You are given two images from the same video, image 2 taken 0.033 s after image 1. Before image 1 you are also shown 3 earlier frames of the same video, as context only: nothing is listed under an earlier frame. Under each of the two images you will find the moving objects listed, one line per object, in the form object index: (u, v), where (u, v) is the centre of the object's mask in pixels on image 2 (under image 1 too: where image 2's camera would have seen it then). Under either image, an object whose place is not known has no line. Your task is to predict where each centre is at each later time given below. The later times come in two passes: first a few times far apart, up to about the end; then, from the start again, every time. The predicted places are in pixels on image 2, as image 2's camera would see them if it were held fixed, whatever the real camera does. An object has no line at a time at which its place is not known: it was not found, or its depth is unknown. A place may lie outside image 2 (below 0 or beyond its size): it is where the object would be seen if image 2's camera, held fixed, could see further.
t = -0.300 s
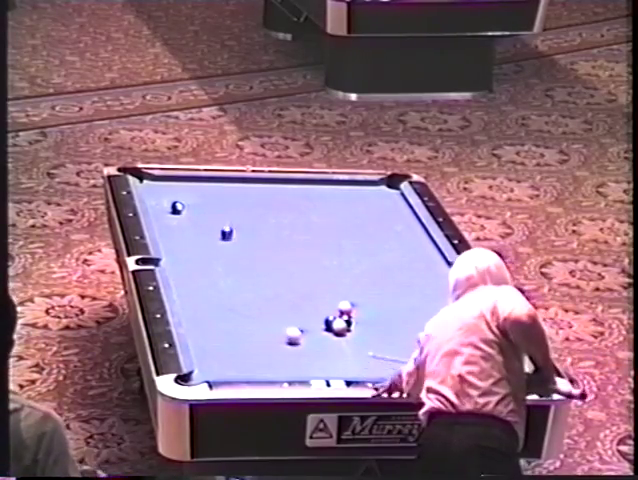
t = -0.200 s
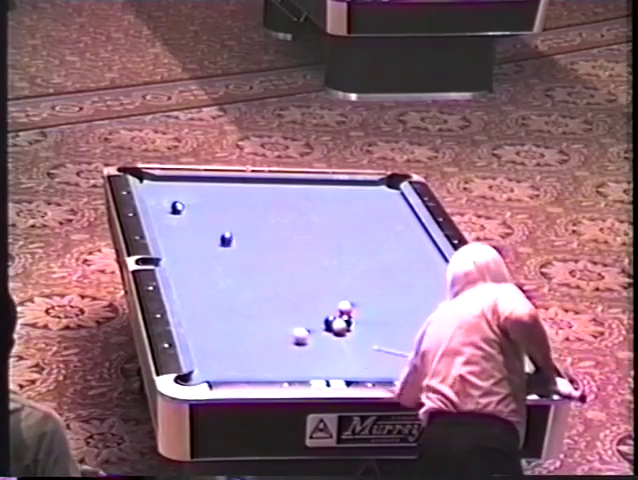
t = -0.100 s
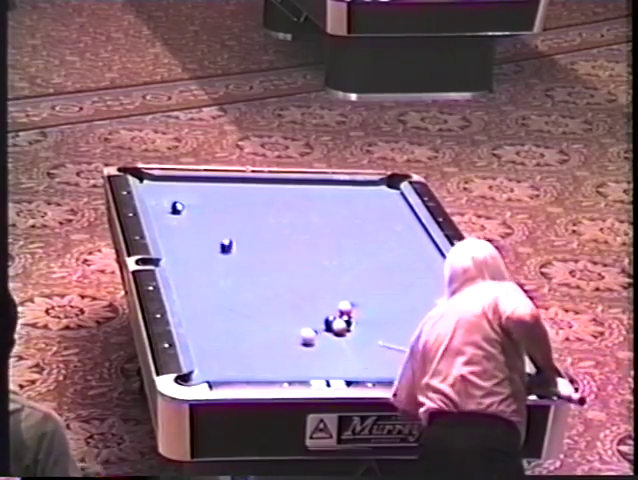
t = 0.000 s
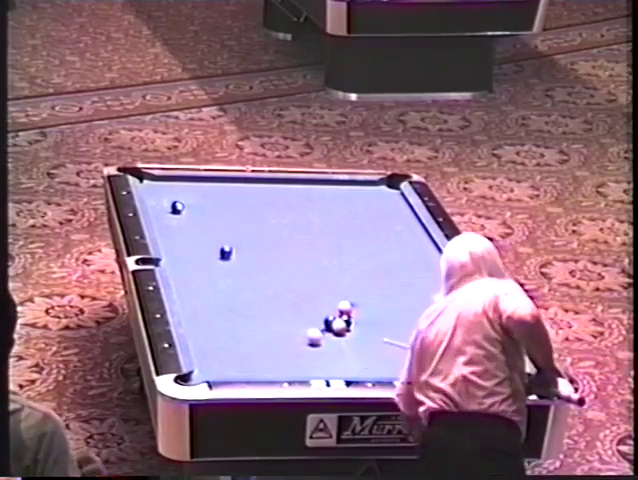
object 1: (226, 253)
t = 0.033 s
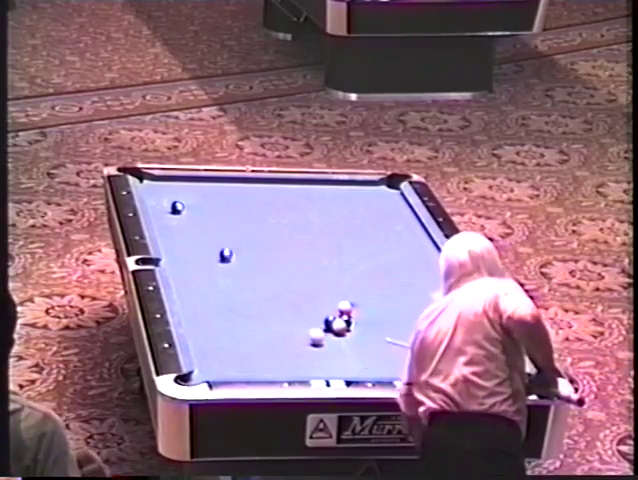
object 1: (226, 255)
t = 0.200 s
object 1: (225, 267)
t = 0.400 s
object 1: (224, 280)
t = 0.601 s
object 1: (223, 294)
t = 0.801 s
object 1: (223, 308)
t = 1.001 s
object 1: (222, 322)
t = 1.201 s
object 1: (221, 336)
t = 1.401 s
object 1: (221, 350)
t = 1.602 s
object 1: (220, 364)
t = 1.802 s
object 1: (218, 374)
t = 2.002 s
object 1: (202, 373)
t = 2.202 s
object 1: (212, 373)
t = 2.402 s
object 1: (223, 372)
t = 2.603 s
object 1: (233, 372)
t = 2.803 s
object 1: (242, 372)
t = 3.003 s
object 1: (250, 372)
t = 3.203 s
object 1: (258, 372)
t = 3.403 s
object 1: (264, 372)
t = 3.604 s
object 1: (270, 372)
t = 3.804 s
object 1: (274, 372)
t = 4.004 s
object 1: (278, 372)
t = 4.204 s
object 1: (281, 372)
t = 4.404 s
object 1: (283, 372)
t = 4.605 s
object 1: (284, 372)
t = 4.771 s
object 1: (284, 372)
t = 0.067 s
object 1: (226, 258)
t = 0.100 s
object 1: (225, 259)
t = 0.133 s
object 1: (225, 262)
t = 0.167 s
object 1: (225, 264)
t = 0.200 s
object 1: (225, 267)
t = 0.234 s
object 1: (225, 269)
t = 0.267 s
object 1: (225, 271)
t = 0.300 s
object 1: (224, 273)
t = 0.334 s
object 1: (224, 276)
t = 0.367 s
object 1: (224, 278)
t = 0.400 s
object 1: (224, 280)
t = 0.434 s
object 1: (224, 282)
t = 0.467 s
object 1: (224, 285)
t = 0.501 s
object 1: (224, 287)
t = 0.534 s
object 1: (223, 289)
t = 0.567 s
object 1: (224, 291)
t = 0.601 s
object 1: (223, 294)
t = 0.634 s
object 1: (223, 296)
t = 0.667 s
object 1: (223, 299)
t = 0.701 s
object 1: (223, 301)
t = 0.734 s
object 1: (223, 303)
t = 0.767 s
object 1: (223, 305)
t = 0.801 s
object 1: (223, 308)
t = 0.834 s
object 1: (222, 310)
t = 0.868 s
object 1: (223, 312)
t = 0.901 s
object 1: (223, 315)
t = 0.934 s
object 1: (222, 317)
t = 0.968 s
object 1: (222, 319)
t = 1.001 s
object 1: (222, 322)
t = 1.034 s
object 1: (222, 324)
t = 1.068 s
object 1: (222, 326)
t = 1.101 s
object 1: (221, 329)
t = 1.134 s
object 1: (222, 331)
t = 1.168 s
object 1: (221, 333)
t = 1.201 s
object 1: (221, 336)
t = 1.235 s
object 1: (221, 338)
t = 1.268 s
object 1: (221, 340)
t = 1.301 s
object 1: (221, 343)
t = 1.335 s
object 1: (221, 345)
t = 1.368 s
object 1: (221, 347)
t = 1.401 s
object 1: (221, 350)
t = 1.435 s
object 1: (220, 353)
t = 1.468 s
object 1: (220, 355)
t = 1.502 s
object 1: (220, 357)
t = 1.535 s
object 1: (220, 360)
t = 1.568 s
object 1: (220, 362)
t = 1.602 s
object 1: (220, 364)
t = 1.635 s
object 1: (220, 367)
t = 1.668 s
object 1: (219, 369)
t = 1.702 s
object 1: (219, 370)
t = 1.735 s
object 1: (219, 372)
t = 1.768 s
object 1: (219, 374)
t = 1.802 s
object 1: (218, 374)
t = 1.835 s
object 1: (215, 374)
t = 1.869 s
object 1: (212, 374)
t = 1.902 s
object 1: (209, 374)
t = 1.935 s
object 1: (206, 374)
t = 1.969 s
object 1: (203, 374)
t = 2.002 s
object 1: (202, 373)
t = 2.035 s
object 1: (203, 374)
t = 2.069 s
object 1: (205, 374)
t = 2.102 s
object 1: (206, 373)
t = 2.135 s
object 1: (208, 373)
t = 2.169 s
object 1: (210, 373)
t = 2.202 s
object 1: (212, 373)
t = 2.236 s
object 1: (214, 373)
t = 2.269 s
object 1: (216, 373)
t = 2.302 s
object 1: (217, 373)
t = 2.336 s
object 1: (219, 373)
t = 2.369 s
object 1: (221, 372)
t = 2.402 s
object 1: (223, 372)
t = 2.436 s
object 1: (224, 372)
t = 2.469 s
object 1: (226, 372)
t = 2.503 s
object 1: (228, 372)
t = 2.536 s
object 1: (230, 372)
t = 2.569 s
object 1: (231, 372)
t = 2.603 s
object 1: (233, 372)
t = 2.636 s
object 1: (234, 372)
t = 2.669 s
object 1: (236, 372)
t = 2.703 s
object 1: (237, 372)
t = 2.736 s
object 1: (239, 372)
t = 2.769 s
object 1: (240, 372)
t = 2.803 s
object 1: (242, 372)
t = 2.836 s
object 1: (243, 372)
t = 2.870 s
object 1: (244, 372)
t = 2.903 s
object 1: (246, 372)
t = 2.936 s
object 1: (247, 372)
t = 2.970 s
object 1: (249, 372)
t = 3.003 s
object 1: (250, 372)
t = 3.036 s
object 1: (251, 372)
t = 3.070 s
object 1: (252, 372)
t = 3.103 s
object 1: (254, 372)
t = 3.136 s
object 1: (255, 372)
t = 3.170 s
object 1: (257, 372)
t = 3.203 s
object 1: (258, 372)
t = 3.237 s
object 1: (258, 372)
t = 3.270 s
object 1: (260, 372)
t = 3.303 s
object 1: (261, 372)
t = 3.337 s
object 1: (262, 372)
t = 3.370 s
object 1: (263, 372)
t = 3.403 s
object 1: (264, 372)
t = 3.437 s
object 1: (265, 372)
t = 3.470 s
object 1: (266, 372)
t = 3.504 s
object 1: (267, 372)
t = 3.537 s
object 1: (268, 372)
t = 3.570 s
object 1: (269, 372)
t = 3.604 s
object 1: (270, 372)
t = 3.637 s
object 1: (271, 372)
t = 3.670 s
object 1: (271, 371)
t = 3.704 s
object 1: (272, 372)
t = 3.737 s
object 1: (273, 372)
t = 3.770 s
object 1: (273, 372)
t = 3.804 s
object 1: (274, 372)
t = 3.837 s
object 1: (275, 372)
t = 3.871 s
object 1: (276, 372)
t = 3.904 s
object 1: (276, 372)
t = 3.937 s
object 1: (277, 372)
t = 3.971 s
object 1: (277, 372)
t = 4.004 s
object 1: (278, 372)
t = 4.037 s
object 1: (278, 372)
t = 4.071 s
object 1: (279, 372)
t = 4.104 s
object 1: (279, 372)
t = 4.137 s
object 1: (280, 372)
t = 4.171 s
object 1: (280, 372)
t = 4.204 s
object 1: (281, 372)
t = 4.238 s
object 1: (281, 372)
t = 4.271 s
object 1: (282, 372)
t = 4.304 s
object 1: (282, 372)
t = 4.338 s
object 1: (282, 372)
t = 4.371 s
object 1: (283, 372)
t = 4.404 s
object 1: (283, 372)
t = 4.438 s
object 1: (283, 372)
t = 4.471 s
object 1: (283, 372)
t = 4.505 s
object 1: (283, 372)
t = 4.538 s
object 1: (284, 372)
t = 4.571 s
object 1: (284, 372)
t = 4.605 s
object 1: (284, 372)
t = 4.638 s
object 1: (284, 372)
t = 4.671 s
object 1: (284, 372)
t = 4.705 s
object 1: (284, 372)
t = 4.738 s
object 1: (284, 372)
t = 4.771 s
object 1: (284, 372)
